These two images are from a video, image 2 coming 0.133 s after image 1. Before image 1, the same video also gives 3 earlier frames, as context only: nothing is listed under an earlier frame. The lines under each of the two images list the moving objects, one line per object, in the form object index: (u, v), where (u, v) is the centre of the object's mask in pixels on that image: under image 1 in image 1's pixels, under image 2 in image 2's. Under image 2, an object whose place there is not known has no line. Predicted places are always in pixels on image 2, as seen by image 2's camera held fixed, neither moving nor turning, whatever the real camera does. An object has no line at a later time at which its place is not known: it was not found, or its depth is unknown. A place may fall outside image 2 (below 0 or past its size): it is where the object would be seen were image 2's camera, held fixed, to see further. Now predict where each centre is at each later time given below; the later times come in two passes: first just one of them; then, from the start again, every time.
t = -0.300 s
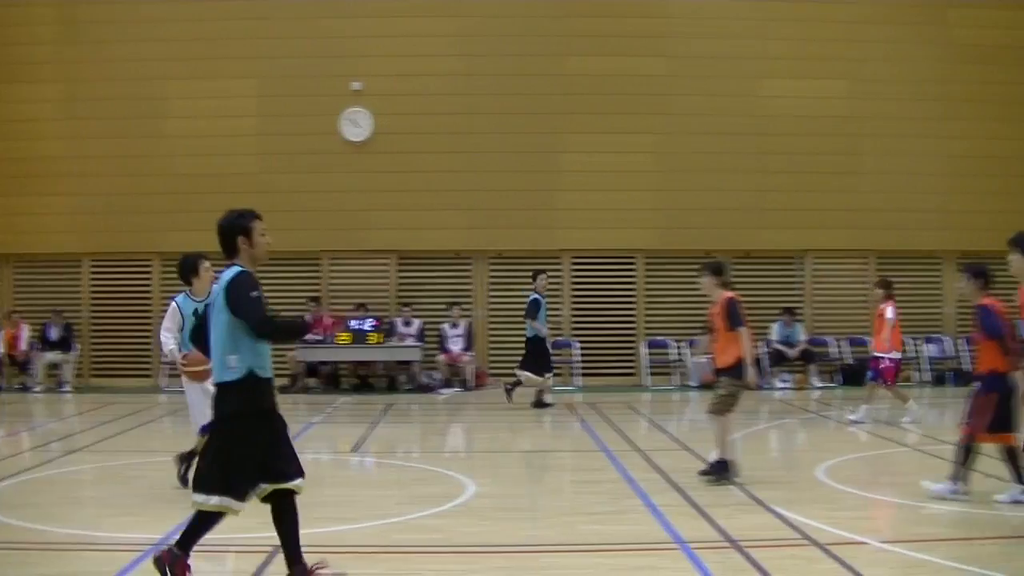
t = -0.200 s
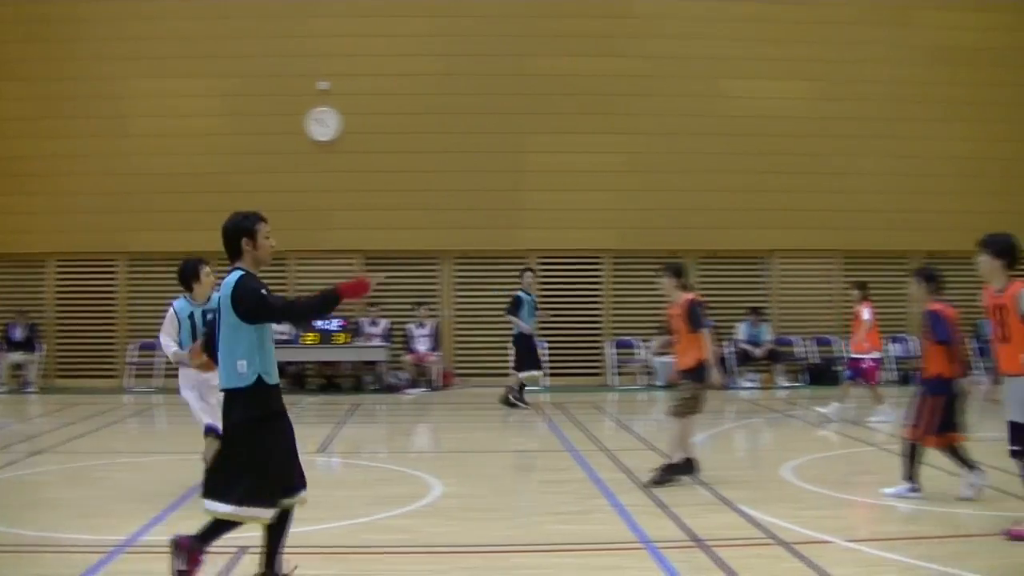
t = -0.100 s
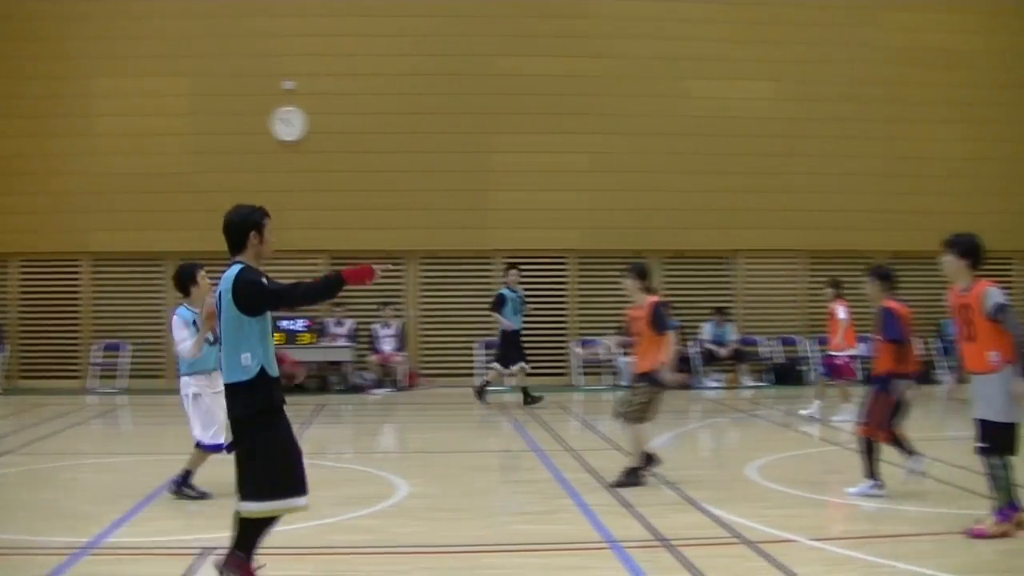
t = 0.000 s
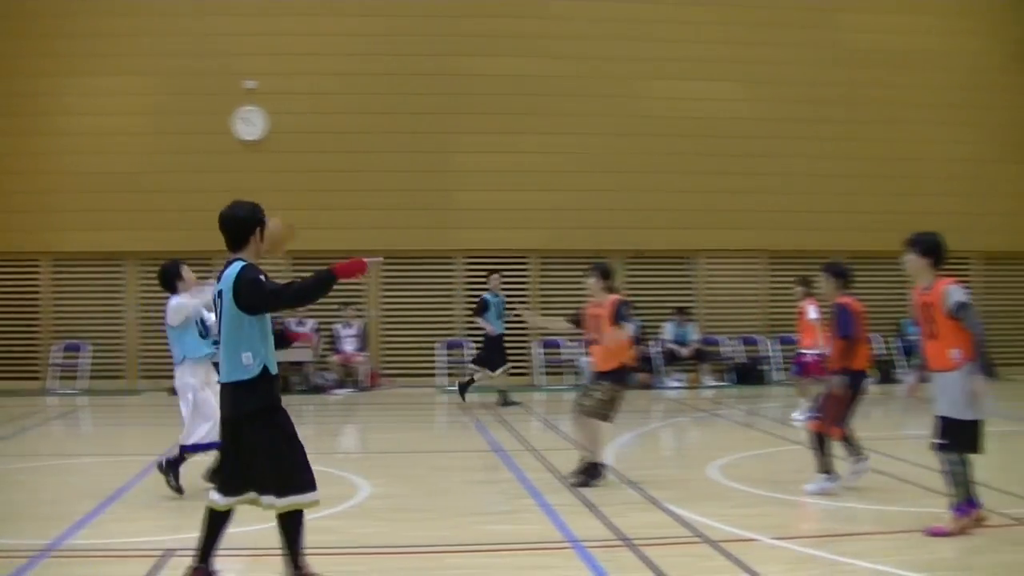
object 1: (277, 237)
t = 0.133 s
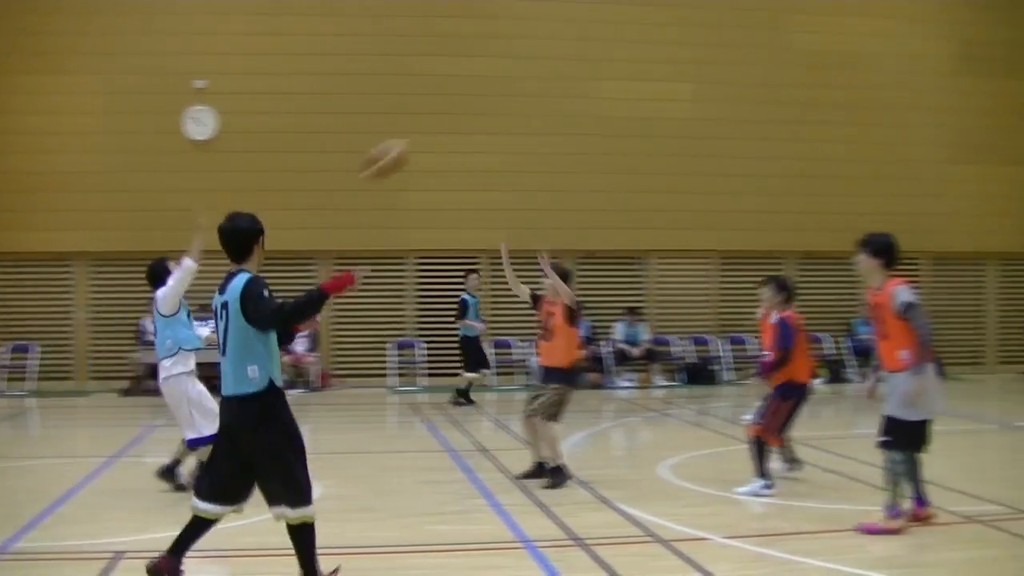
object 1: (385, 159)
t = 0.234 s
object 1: (497, 119)
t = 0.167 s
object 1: (424, 144)
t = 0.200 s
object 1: (461, 130)
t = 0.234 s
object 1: (497, 119)
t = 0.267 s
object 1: (534, 108)
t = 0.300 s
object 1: (568, 98)
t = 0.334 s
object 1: (604, 91)
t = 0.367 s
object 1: (637, 84)
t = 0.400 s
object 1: (667, 81)
